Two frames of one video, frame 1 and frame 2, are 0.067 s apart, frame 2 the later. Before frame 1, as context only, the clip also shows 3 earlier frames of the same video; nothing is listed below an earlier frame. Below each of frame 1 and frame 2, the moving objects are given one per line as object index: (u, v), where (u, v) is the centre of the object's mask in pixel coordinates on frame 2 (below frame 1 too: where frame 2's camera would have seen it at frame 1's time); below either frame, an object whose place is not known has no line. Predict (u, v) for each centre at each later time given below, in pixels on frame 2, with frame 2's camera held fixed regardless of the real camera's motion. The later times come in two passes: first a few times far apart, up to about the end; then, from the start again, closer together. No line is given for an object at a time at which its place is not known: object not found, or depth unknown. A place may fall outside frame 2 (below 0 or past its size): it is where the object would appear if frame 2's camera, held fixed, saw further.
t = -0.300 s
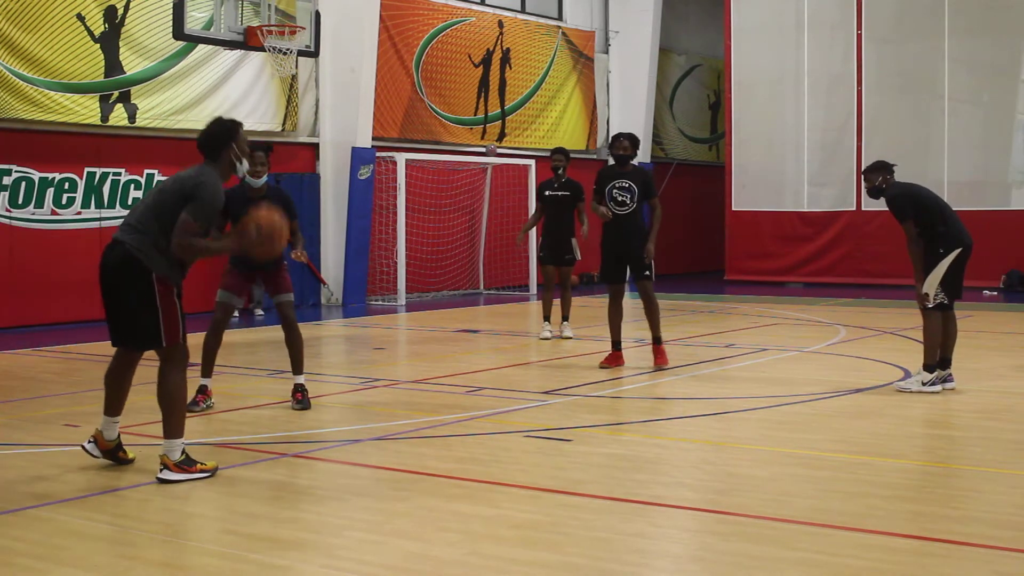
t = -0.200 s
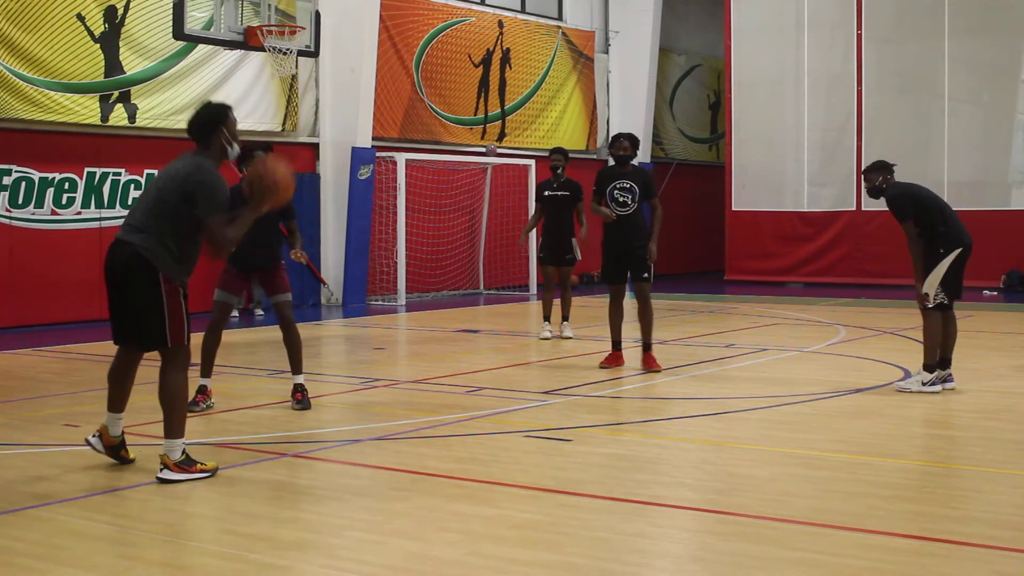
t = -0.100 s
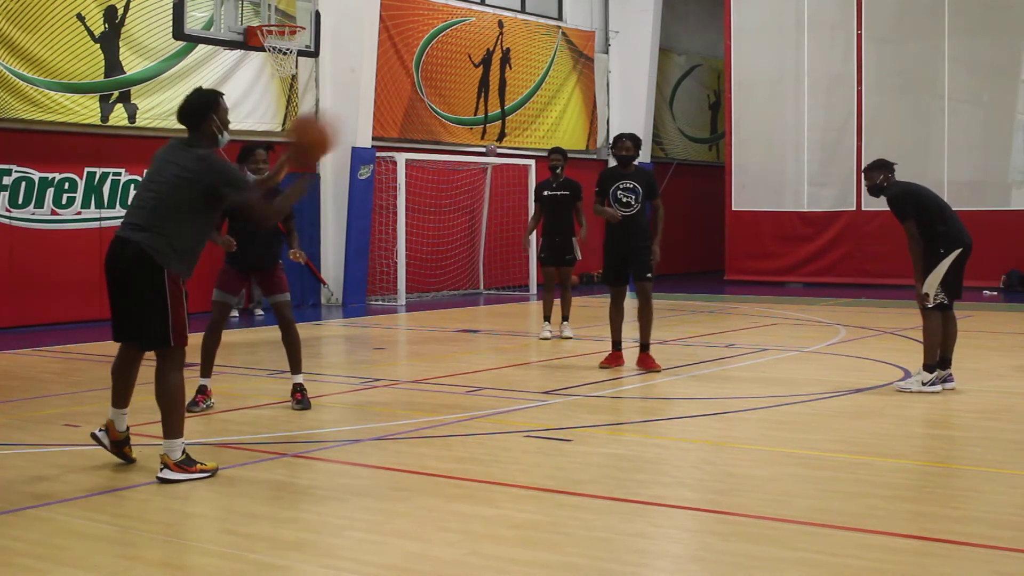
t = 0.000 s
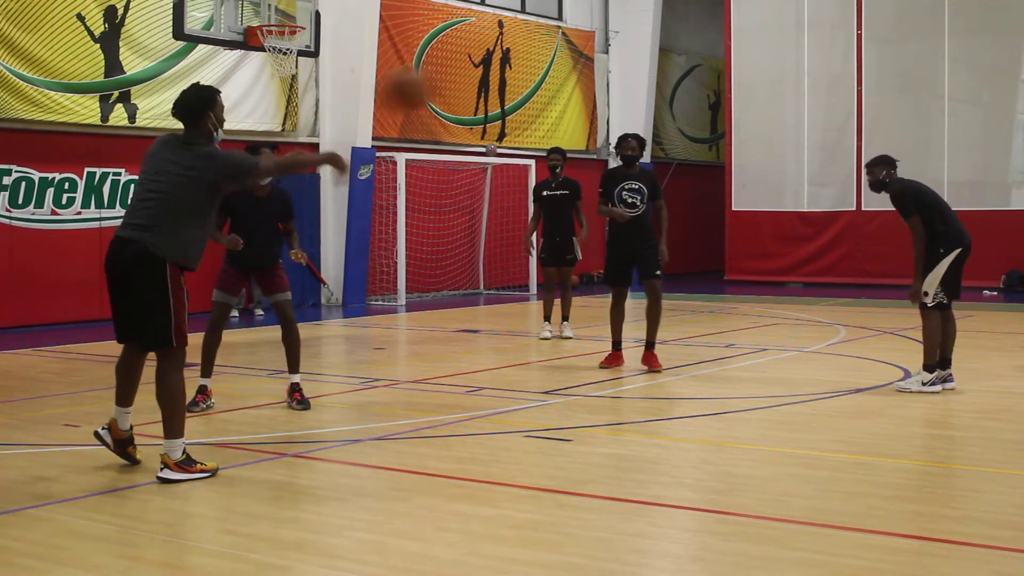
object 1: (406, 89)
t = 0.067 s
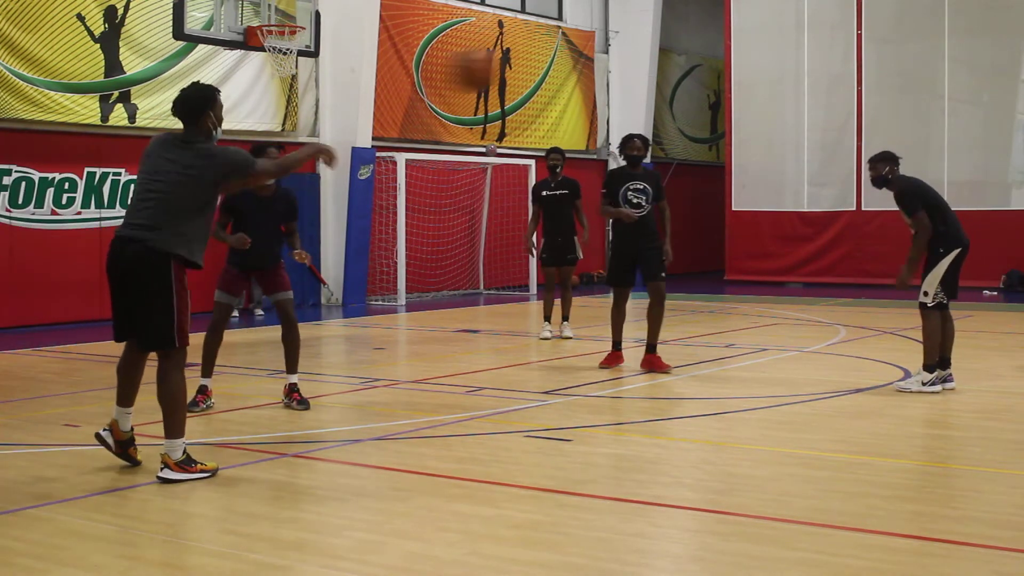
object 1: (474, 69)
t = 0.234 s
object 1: (622, 59)
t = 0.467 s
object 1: (796, 123)
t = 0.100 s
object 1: (509, 63)
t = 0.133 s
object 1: (534, 59)
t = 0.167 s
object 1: (566, 58)
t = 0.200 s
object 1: (591, 58)
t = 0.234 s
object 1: (622, 59)
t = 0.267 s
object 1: (652, 64)
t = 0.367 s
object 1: (724, 84)
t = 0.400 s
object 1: (751, 97)
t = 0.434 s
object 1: (774, 109)
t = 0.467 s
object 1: (796, 123)
